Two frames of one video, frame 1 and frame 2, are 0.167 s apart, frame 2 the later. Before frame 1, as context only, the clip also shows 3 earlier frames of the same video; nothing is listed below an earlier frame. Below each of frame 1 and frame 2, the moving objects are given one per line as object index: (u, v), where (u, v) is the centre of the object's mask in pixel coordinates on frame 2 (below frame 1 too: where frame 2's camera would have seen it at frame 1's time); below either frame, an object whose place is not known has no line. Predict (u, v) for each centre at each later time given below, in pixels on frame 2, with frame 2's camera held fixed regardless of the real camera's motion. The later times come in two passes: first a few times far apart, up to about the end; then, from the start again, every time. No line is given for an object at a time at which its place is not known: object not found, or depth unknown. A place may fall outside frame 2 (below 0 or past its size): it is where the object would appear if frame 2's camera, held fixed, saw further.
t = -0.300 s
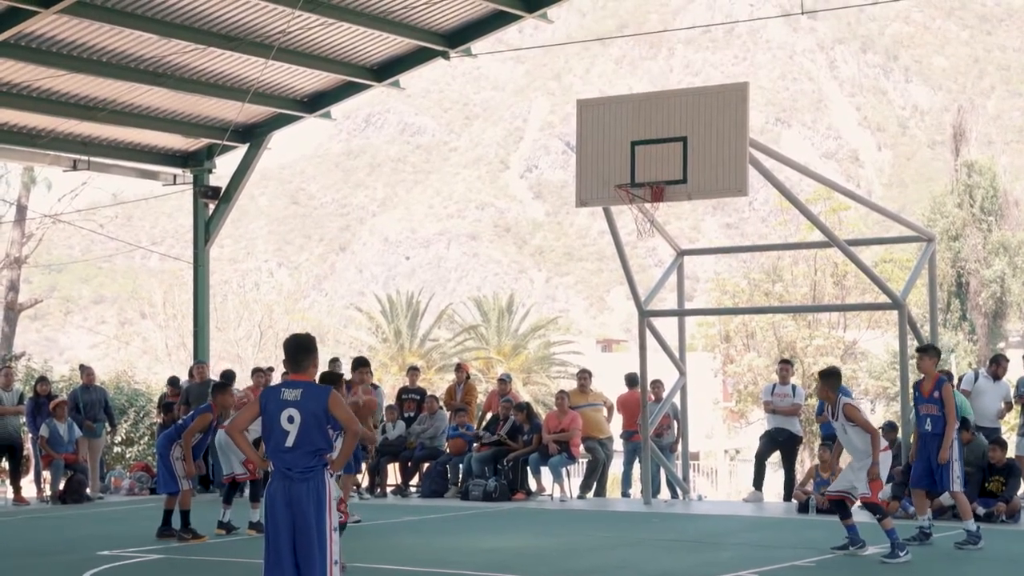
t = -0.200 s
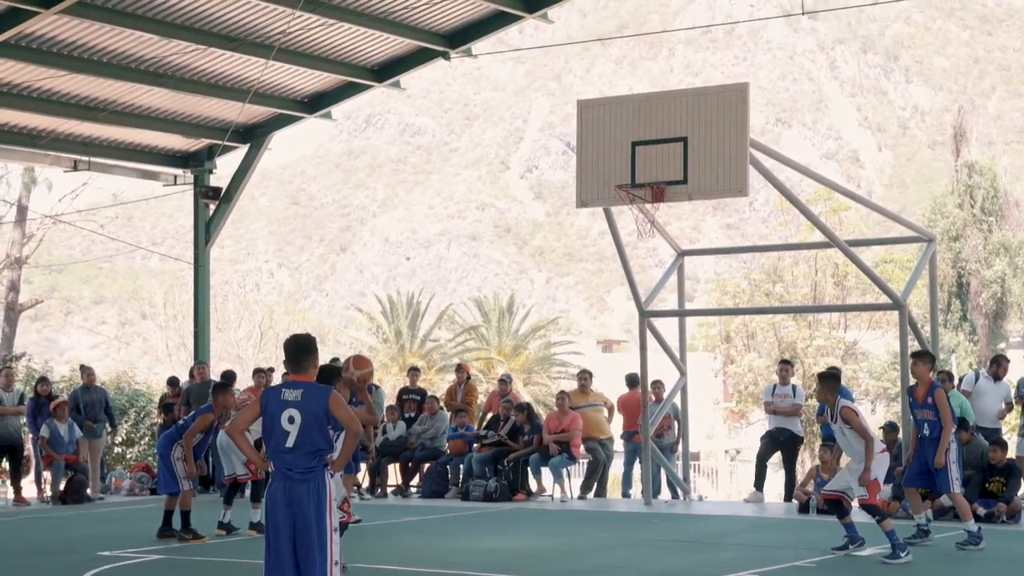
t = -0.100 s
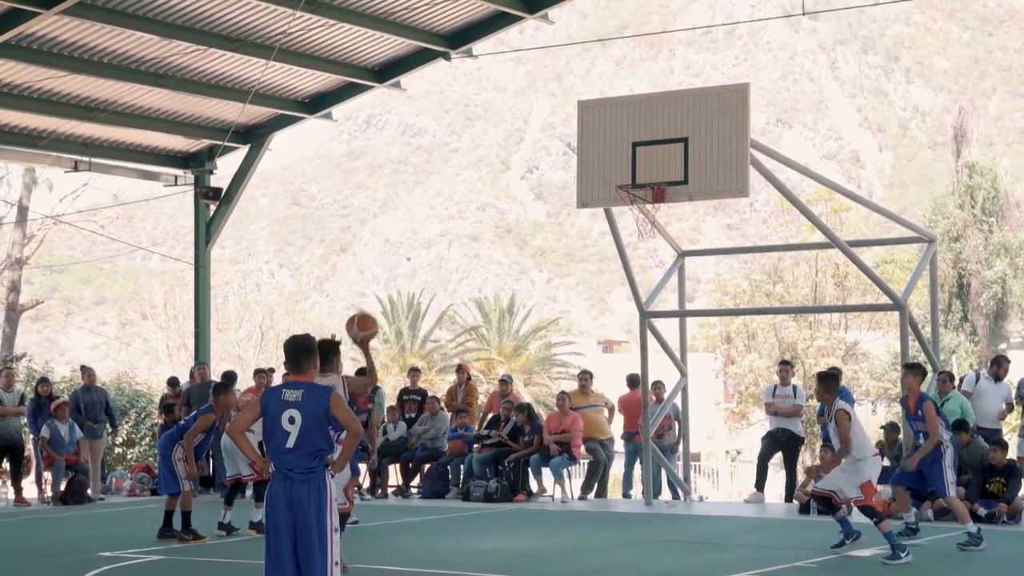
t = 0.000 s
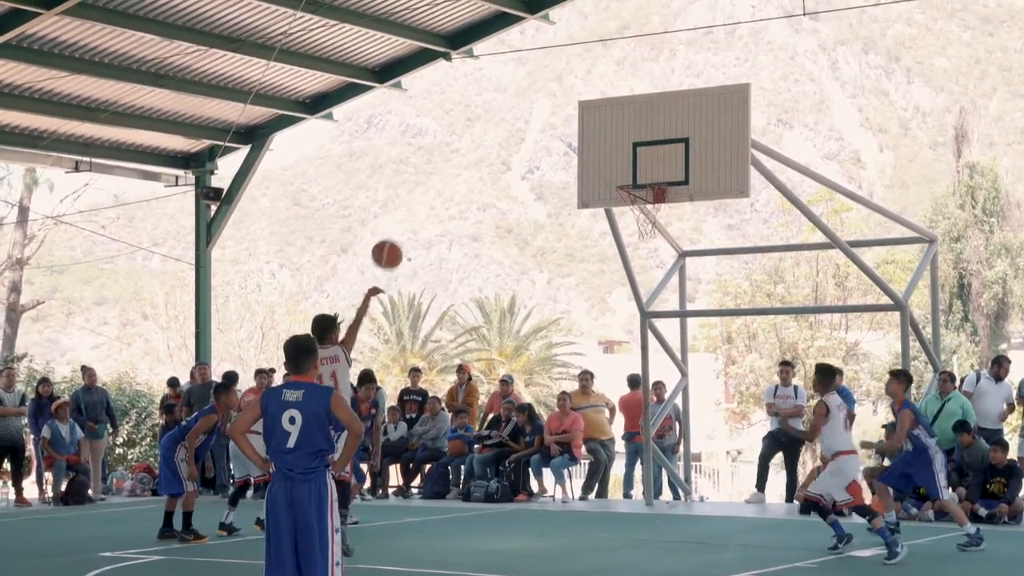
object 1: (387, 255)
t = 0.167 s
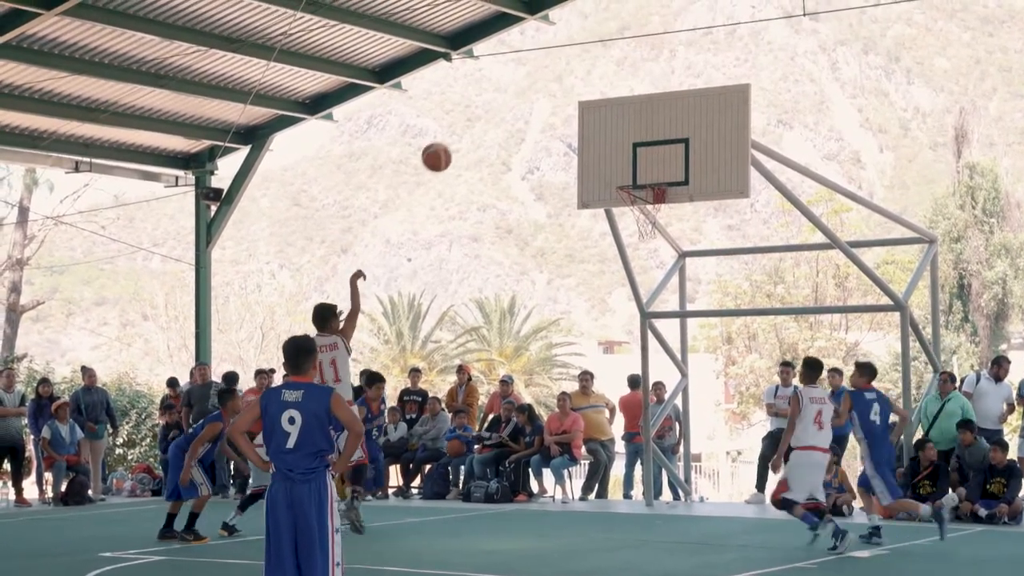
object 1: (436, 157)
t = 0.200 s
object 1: (446, 143)
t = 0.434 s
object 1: (504, 86)
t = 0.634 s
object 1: (550, 90)
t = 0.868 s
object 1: (599, 150)
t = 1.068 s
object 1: (597, 151)
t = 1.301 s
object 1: (569, 145)
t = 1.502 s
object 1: (546, 186)
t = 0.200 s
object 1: (446, 143)
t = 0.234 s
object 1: (455, 130)
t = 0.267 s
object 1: (463, 119)
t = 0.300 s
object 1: (472, 109)
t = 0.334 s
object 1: (480, 101)
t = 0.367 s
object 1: (488, 94)
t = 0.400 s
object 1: (496, 89)
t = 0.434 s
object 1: (504, 86)
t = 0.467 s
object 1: (512, 83)
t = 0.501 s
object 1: (520, 82)
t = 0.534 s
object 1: (528, 82)
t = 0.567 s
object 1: (535, 84)
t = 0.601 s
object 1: (543, 86)
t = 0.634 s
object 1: (550, 90)
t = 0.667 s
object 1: (557, 95)
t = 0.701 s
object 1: (564, 102)
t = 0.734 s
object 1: (571, 109)
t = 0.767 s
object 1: (578, 118)
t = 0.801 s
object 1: (585, 128)
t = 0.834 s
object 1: (592, 138)
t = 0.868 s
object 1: (599, 150)
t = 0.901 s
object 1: (605, 162)
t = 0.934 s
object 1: (611, 175)
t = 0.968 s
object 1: (609, 170)
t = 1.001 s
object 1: (605, 163)
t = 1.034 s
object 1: (601, 156)
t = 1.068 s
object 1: (597, 151)
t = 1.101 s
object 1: (593, 147)
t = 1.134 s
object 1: (589, 143)
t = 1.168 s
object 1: (584, 141)
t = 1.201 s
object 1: (581, 141)
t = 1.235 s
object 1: (577, 141)
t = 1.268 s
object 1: (573, 142)
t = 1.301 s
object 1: (569, 145)
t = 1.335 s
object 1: (565, 149)
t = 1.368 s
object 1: (561, 154)
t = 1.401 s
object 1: (557, 160)
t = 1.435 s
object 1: (553, 167)
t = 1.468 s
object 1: (550, 176)
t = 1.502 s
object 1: (546, 186)
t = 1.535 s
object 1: (542, 196)
